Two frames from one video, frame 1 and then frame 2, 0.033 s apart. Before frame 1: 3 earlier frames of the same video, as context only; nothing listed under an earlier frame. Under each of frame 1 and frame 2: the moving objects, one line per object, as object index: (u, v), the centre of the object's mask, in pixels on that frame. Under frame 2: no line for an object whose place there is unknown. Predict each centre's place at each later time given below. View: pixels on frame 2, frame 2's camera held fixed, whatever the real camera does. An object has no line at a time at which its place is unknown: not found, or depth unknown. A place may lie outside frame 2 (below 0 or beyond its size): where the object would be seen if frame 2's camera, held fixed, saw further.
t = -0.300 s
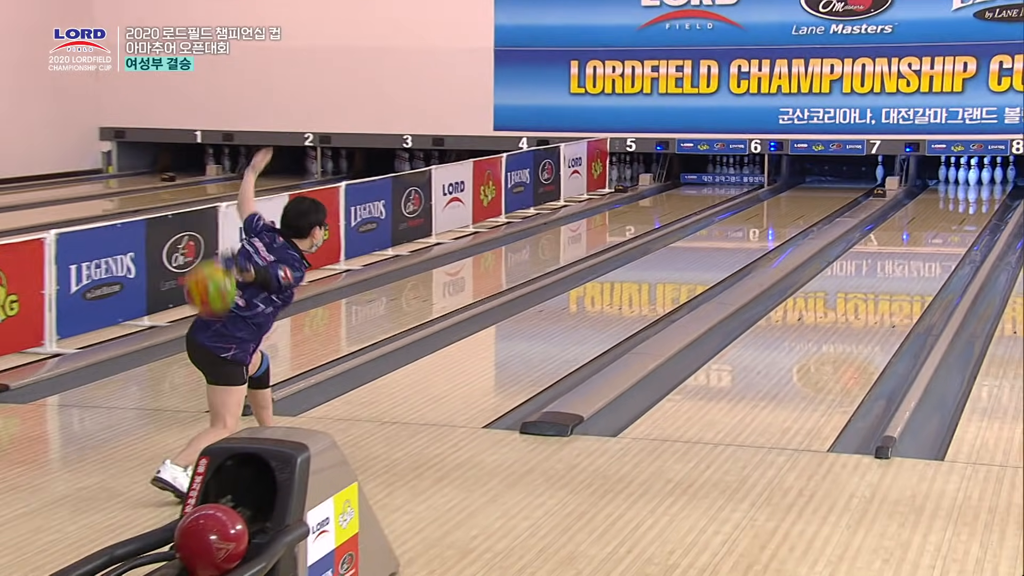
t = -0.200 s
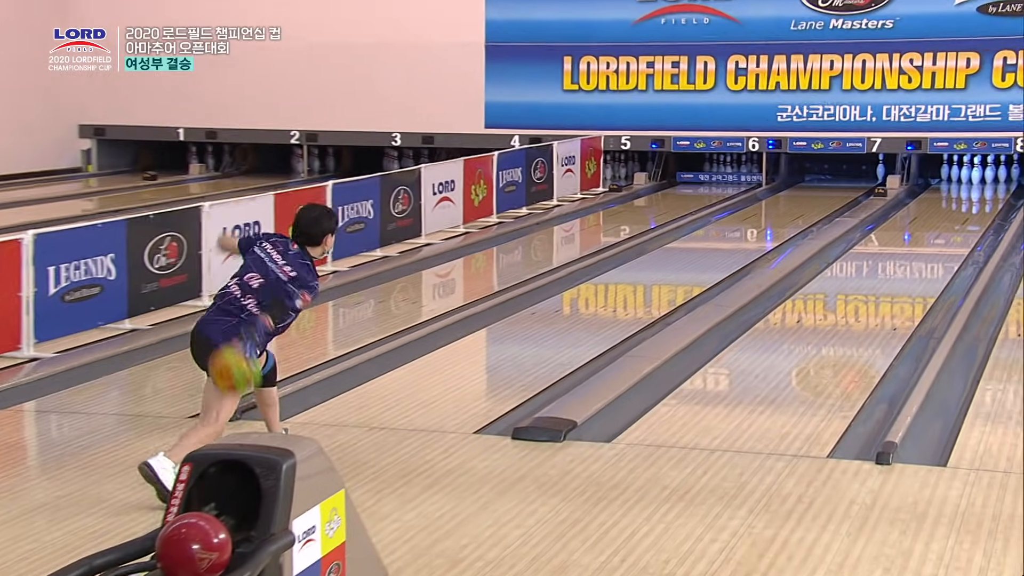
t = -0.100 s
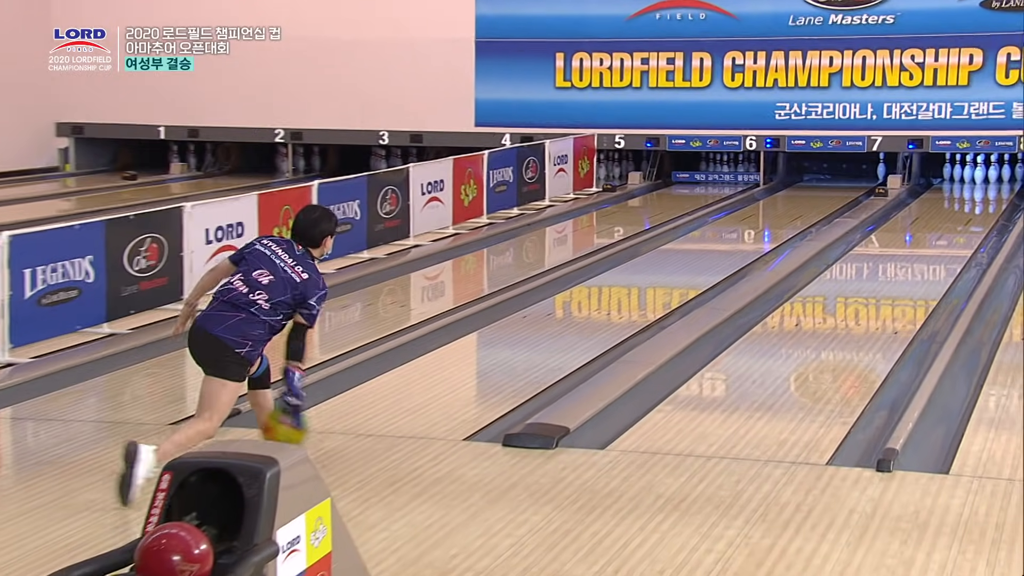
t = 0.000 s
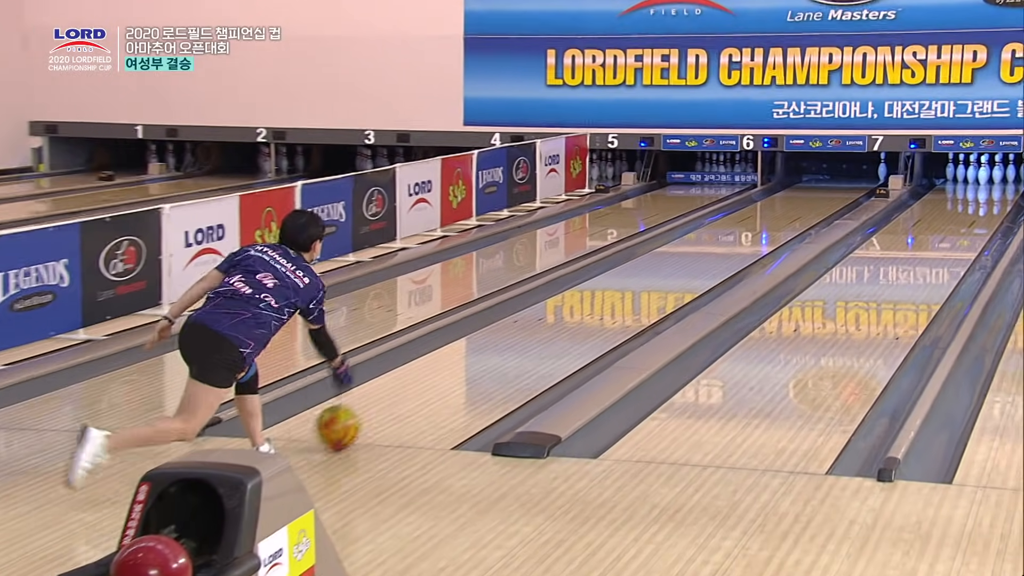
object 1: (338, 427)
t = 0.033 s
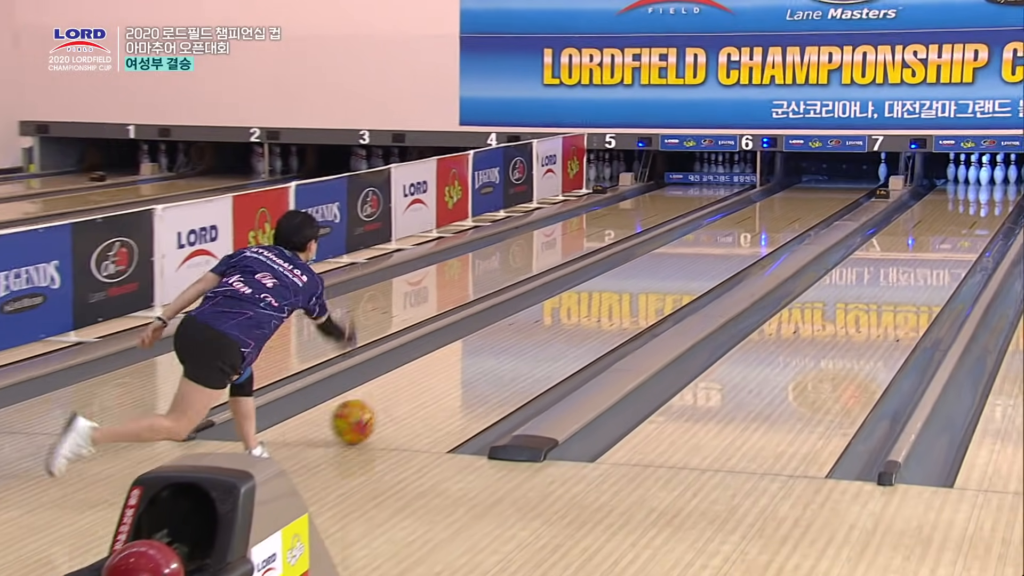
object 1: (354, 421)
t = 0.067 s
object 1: (374, 412)
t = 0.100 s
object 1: (392, 404)
